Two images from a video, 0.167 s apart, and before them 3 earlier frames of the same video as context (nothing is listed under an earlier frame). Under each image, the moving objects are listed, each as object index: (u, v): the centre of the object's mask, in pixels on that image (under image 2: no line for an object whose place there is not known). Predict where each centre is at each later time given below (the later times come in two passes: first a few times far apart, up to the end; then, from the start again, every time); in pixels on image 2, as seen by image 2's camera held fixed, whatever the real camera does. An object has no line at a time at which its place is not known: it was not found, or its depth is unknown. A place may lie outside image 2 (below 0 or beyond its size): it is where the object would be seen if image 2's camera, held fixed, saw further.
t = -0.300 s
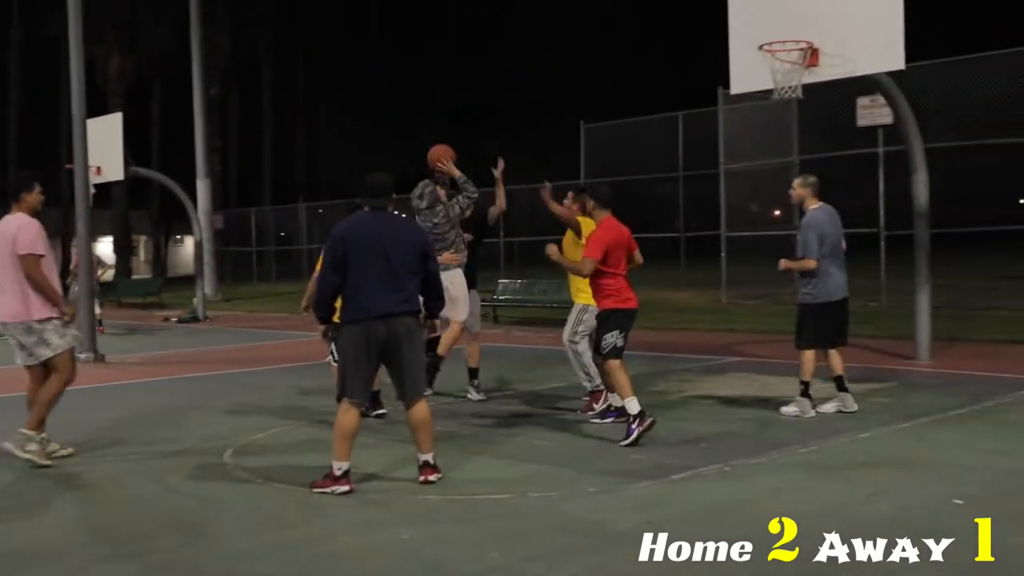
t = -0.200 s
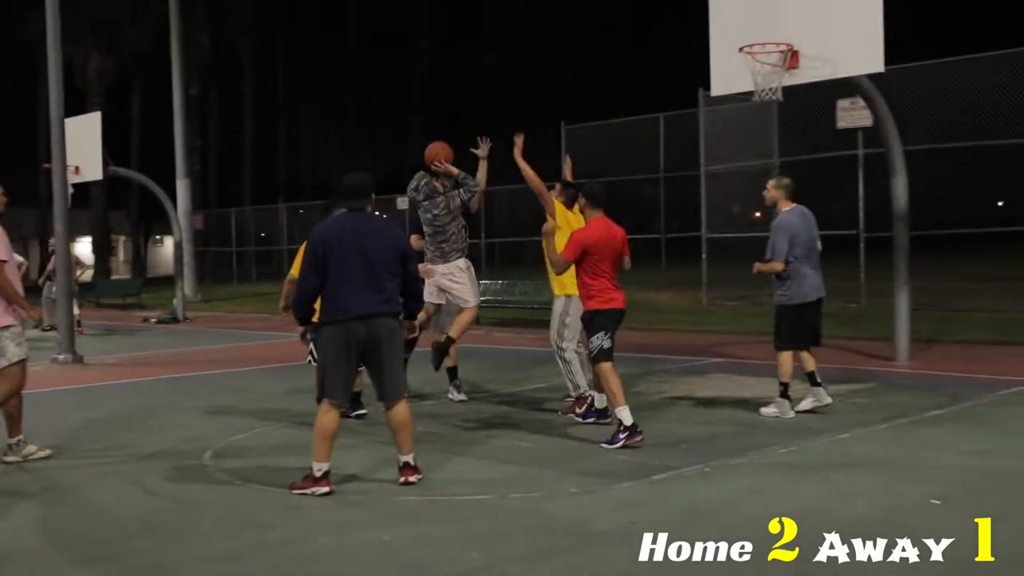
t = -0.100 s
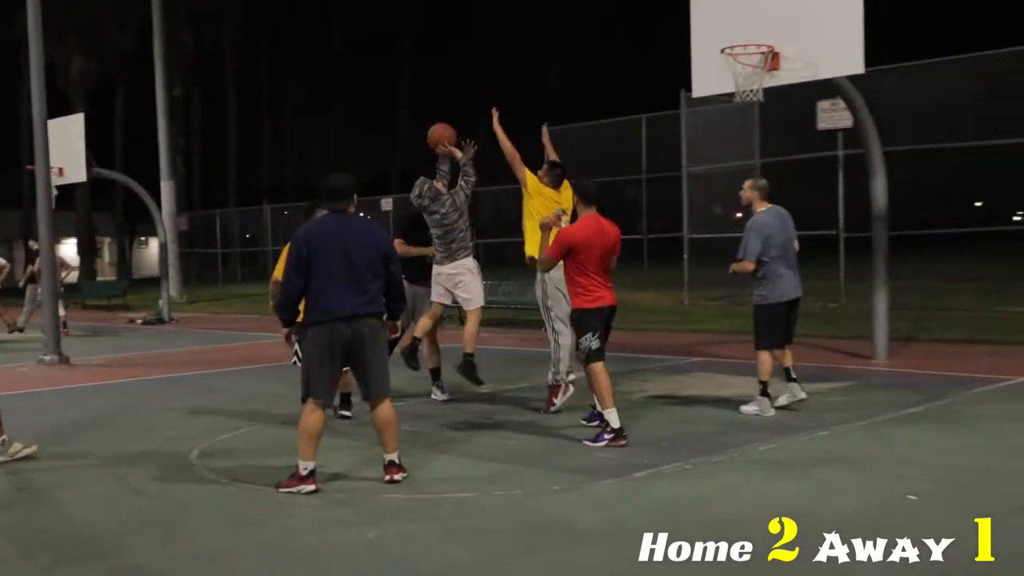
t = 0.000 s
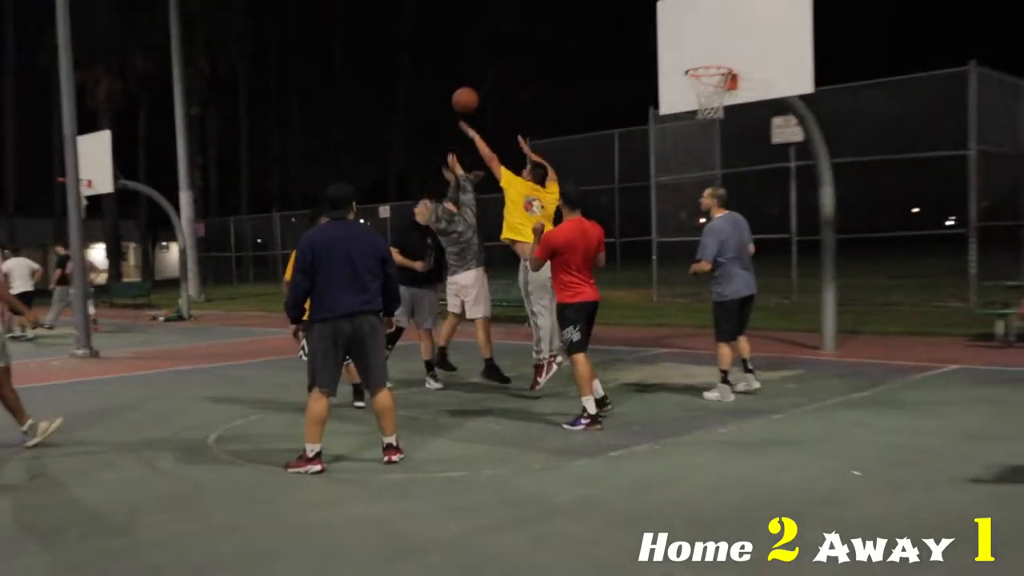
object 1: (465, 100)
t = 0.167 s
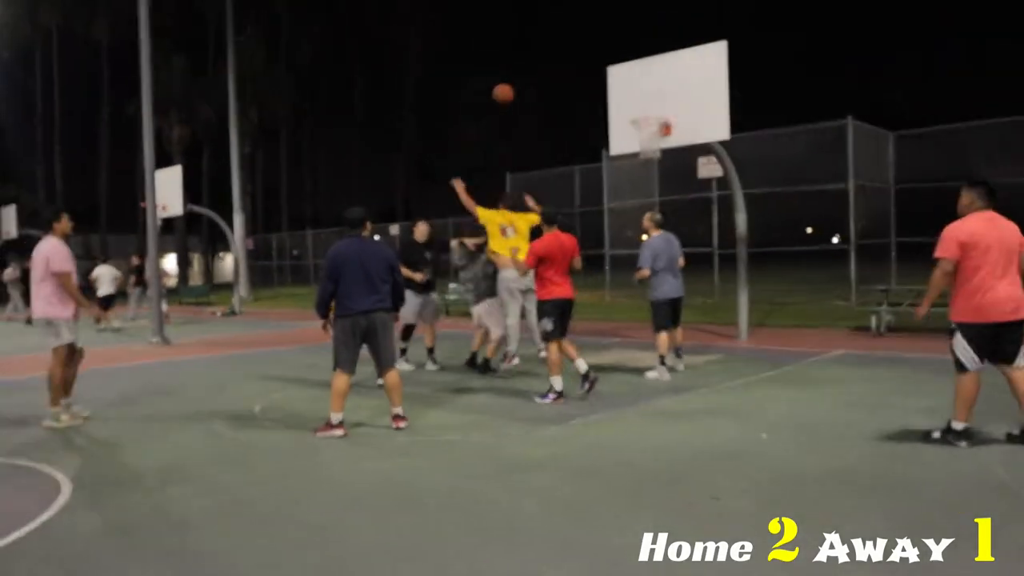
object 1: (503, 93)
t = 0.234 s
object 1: (520, 81)
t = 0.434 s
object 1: (569, 68)
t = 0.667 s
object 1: (624, 89)
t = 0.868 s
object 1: (637, 127)
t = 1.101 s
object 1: (633, 143)
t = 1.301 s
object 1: (642, 177)
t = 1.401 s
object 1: (646, 206)
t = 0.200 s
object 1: (512, 87)
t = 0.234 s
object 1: (520, 81)
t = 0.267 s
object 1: (528, 76)
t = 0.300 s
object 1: (536, 72)
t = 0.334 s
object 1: (545, 70)
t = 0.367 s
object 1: (553, 68)
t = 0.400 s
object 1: (561, 68)
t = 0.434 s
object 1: (569, 68)
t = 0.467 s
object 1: (577, 68)
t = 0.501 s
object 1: (585, 70)
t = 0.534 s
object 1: (593, 72)
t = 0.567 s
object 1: (600, 75)
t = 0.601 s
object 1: (608, 79)
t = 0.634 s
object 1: (616, 84)
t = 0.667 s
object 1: (624, 89)
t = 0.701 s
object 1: (631, 96)
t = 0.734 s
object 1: (638, 103)
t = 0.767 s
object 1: (646, 111)
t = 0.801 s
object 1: (652, 119)
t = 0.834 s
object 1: (645, 123)
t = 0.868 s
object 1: (637, 127)
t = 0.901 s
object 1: (632, 131)
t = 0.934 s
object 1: (631, 133)
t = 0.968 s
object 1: (630, 134)
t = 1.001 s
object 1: (631, 135)
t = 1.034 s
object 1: (632, 137)
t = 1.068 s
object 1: (633, 140)
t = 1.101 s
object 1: (633, 143)
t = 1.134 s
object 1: (634, 146)
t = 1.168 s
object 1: (636, 152)
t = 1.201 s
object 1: (638, 157)
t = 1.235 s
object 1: (639, 163)
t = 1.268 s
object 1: (641, 170)
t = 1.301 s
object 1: (642, 177)
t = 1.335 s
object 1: (644, 186)
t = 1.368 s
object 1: (645, 196)
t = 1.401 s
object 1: (646, 206)
